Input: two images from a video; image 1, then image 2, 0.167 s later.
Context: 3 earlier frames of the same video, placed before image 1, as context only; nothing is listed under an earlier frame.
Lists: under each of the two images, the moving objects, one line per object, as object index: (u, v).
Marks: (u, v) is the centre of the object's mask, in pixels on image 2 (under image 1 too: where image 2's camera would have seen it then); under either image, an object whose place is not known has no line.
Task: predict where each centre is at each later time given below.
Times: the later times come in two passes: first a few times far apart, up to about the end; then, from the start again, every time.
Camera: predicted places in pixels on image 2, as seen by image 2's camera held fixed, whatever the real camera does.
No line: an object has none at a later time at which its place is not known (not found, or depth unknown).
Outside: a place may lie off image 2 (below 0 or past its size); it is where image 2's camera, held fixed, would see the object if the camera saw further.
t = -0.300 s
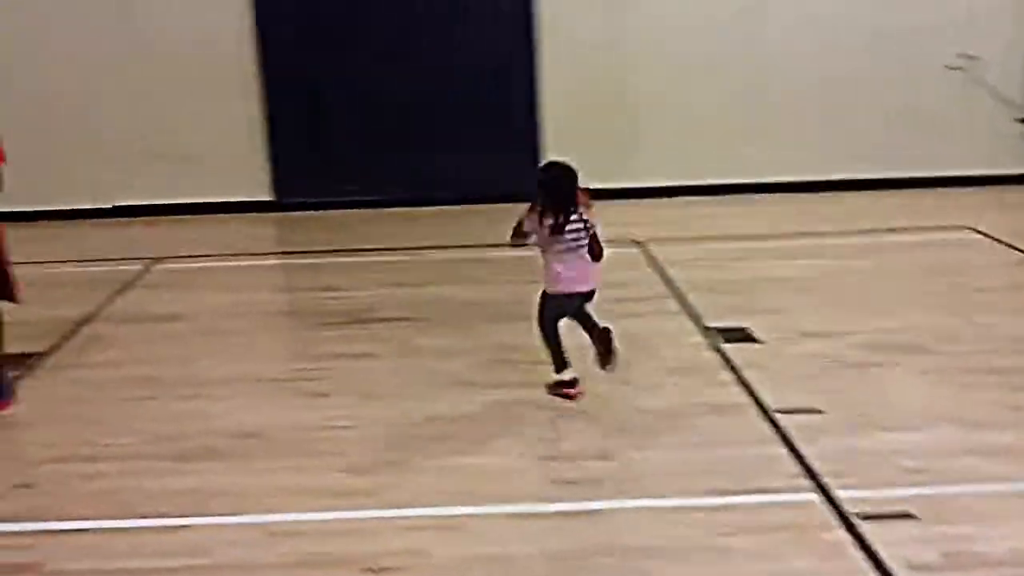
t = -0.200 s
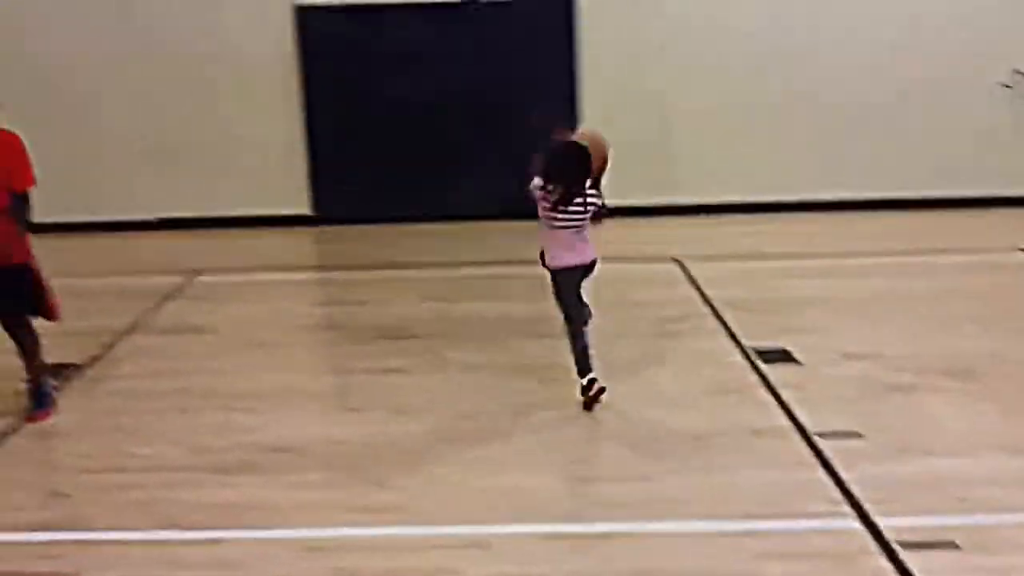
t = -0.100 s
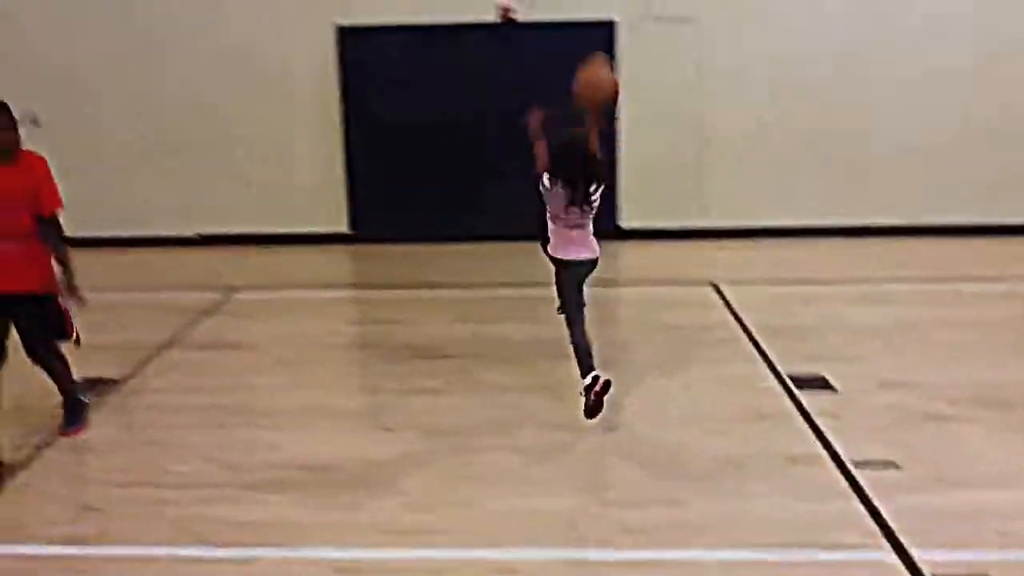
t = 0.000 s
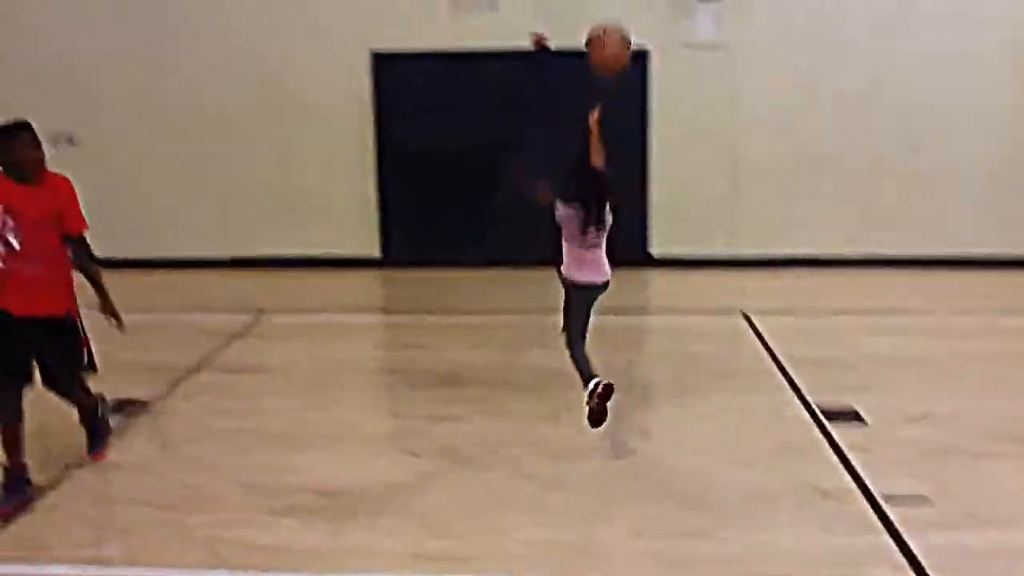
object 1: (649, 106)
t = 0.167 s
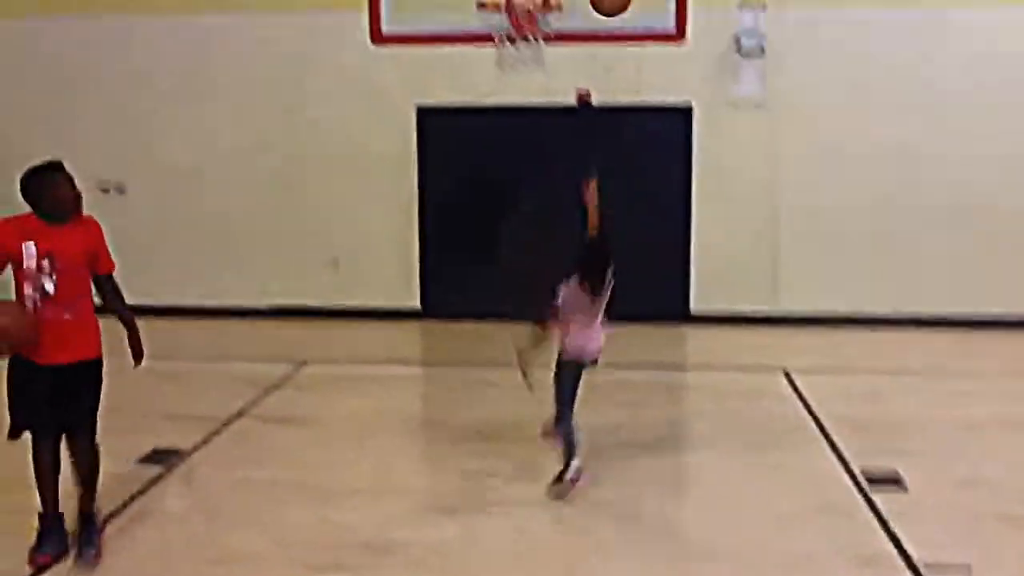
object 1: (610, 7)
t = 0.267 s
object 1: (587, -28)
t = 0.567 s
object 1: (530, -22)
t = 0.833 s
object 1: (501, 38)
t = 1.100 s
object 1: (539, 87)
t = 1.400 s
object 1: (574, 261)
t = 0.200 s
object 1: (602, -5)
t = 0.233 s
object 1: (595, -17)
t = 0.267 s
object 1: (587, -28)
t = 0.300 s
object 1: (580, -37)
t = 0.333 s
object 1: (574, -45)
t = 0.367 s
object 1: (567, -51)
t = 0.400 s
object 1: (560, -51)
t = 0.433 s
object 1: (553, -49)
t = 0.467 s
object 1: (547, -44)
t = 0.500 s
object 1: (541, -38)
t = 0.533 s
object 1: (535, -31)
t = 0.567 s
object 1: (530, -22)
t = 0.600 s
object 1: (524, -14)
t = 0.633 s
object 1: (519, -9)
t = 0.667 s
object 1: (514, -3)
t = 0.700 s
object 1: (508, 8)
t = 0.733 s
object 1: (503, 23)
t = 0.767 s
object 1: (503, 29)
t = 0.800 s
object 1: (500, 33)
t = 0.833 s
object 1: (501, 38)
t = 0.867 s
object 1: (510, 38)
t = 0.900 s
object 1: (513, 40)
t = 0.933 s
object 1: (519, 43)
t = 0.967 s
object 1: (523, 46)
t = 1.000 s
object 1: (525, 53)
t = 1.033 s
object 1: (529, 66)
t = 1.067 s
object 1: (534, 76)
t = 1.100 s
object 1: (539, 87)
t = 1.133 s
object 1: (544, 100)
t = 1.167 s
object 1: (547, 114)
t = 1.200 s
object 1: (552, 130)
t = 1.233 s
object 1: (555, 146)
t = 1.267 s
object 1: (560, 167)
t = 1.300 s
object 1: (563, 188)
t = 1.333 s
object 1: (567, 210)
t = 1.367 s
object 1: (571, 236)
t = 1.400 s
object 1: (574, 261)
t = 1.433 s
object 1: (576, 291)
